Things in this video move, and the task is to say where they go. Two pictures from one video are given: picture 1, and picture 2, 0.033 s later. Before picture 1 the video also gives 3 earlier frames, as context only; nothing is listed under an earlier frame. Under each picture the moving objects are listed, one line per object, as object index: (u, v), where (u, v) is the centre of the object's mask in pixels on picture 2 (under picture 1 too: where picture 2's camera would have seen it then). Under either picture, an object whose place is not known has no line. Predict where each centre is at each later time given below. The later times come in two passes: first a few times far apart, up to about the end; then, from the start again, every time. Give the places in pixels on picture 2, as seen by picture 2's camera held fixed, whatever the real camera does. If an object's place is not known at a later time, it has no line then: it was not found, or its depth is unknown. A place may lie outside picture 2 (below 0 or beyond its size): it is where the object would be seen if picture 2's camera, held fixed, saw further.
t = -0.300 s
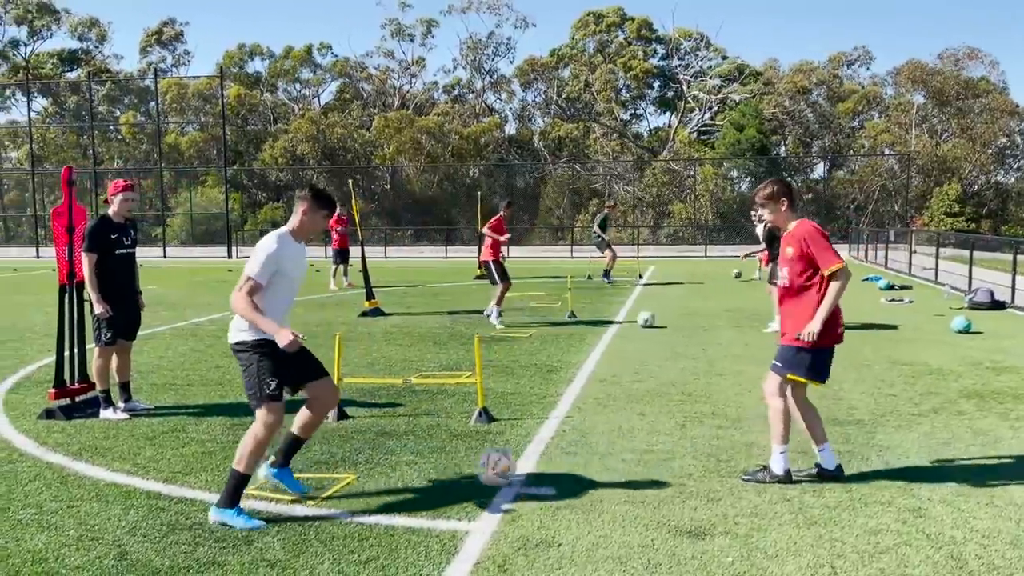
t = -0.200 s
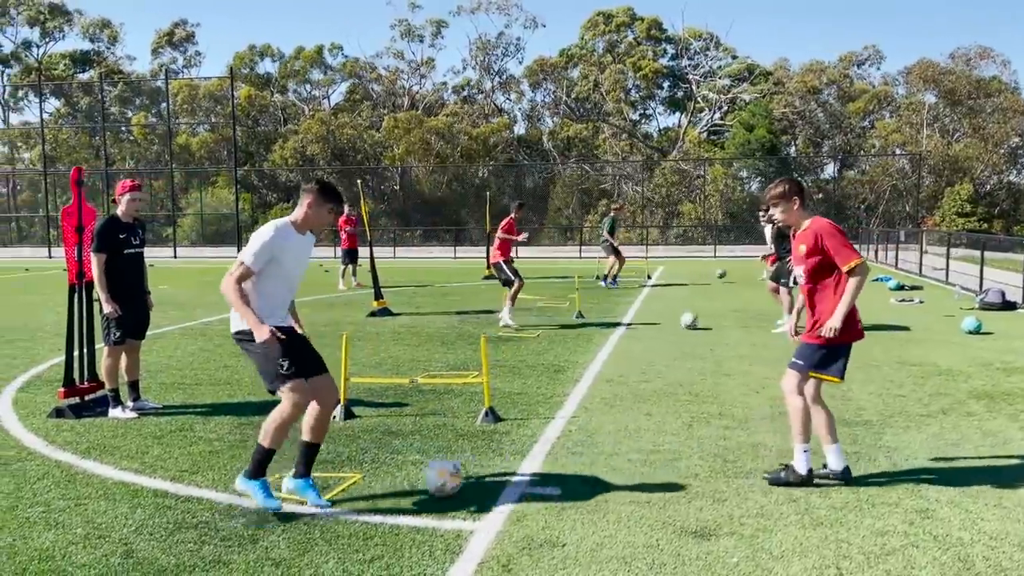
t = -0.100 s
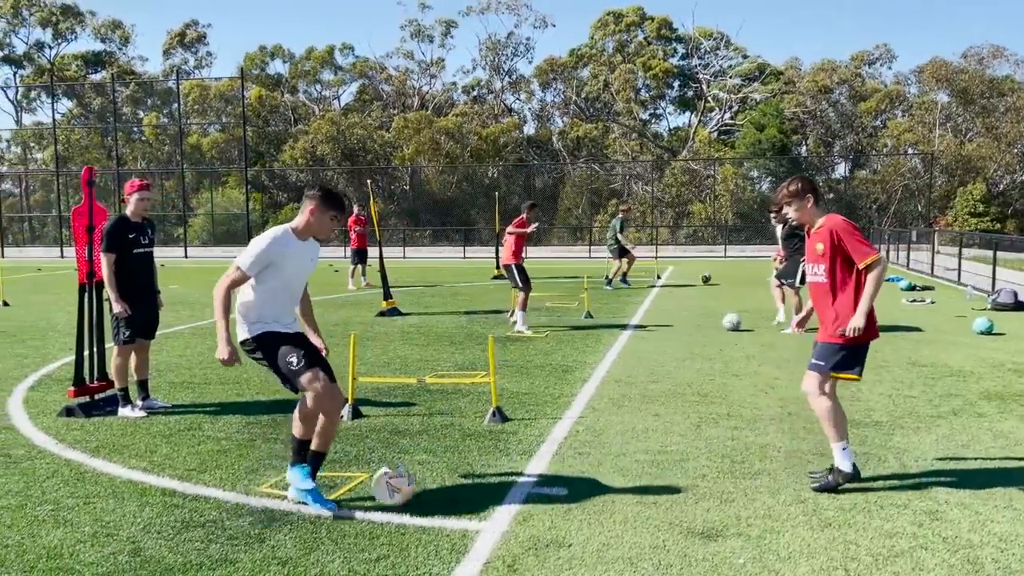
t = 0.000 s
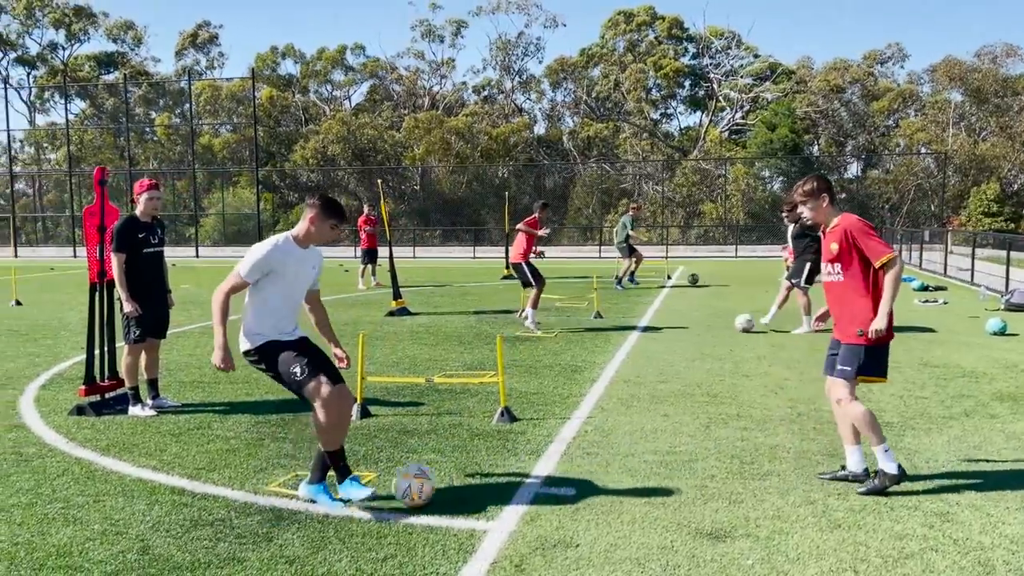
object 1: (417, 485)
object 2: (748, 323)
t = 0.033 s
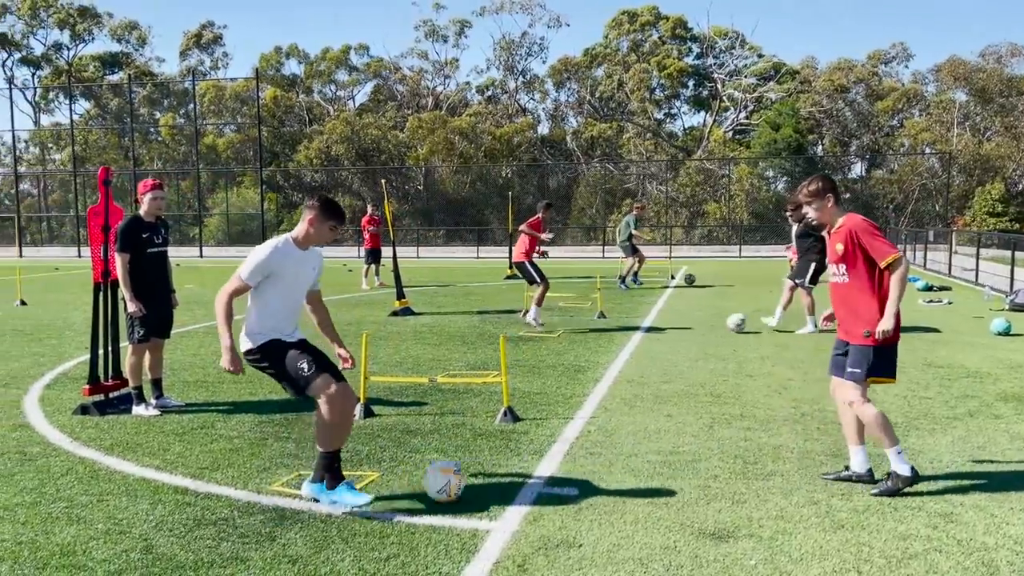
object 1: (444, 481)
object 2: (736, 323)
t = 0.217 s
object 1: (573, 472)
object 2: (677, 326)
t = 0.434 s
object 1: (684, 467)
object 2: (622, 328)
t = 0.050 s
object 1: (458, 480)
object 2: (731, 322)
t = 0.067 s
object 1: (471, 479)
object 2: (725, 322)
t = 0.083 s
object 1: (485, 478)
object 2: (719, 323)
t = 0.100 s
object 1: (498, 478)
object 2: (713, 323)
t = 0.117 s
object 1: (511, 479)
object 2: (707, 324)
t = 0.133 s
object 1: (522, 478)
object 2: (702, 325)
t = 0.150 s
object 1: (533, 476)
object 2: (696, 326)
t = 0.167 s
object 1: (544, 474)
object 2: (691, 326)
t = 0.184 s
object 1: (554, 473)
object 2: (686, 325)
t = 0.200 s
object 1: (563, 472)
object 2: (682, 326)
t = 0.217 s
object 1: (573, 472)
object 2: (677, 326)
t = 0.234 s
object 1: (584, 472)
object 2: (673, 326)
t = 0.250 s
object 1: (594, 472)
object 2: (668, 326)
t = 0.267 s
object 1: (603, 473)
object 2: (664, 327)
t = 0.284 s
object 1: (611, 472)
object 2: (658, 327)
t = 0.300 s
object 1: (620, 471)
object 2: (655, 327)
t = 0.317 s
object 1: (628, 469)
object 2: (651, 327)
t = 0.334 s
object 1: (636, 469)
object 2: (647, 328)
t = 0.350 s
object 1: (644, 469)
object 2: (643, 327)
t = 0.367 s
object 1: (652, 469)
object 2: (639, 327)
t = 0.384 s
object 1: (661, 470)
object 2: (634, 328)
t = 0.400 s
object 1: (669, 469)
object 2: (630, 328)
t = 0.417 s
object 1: (676, 468)
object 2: (626, 328)
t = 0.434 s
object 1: (684, 467)
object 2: (622, 328)
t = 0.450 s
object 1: (692, 467)
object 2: (619, 328)
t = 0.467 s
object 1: (699, 467)
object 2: (615, 329)
